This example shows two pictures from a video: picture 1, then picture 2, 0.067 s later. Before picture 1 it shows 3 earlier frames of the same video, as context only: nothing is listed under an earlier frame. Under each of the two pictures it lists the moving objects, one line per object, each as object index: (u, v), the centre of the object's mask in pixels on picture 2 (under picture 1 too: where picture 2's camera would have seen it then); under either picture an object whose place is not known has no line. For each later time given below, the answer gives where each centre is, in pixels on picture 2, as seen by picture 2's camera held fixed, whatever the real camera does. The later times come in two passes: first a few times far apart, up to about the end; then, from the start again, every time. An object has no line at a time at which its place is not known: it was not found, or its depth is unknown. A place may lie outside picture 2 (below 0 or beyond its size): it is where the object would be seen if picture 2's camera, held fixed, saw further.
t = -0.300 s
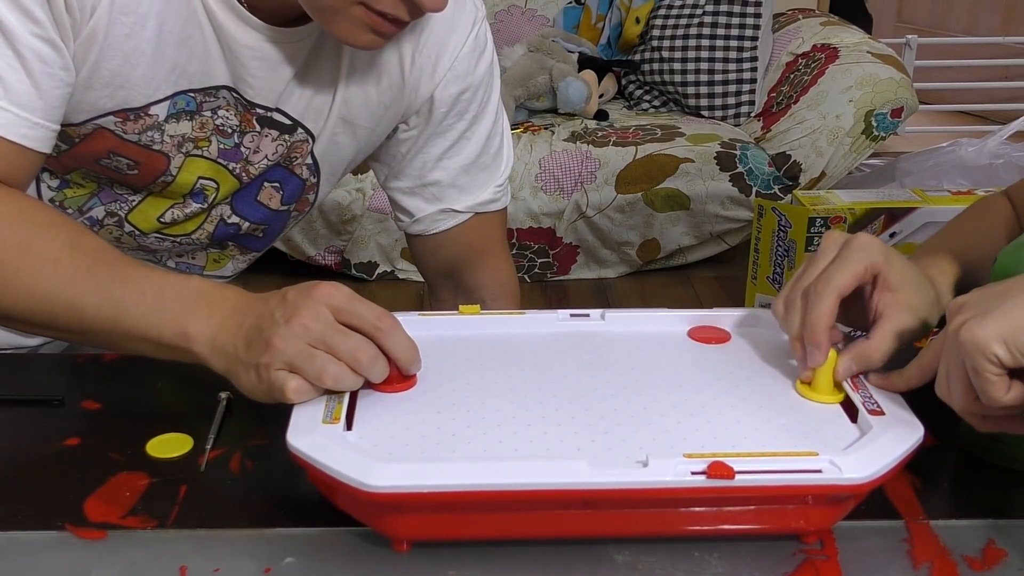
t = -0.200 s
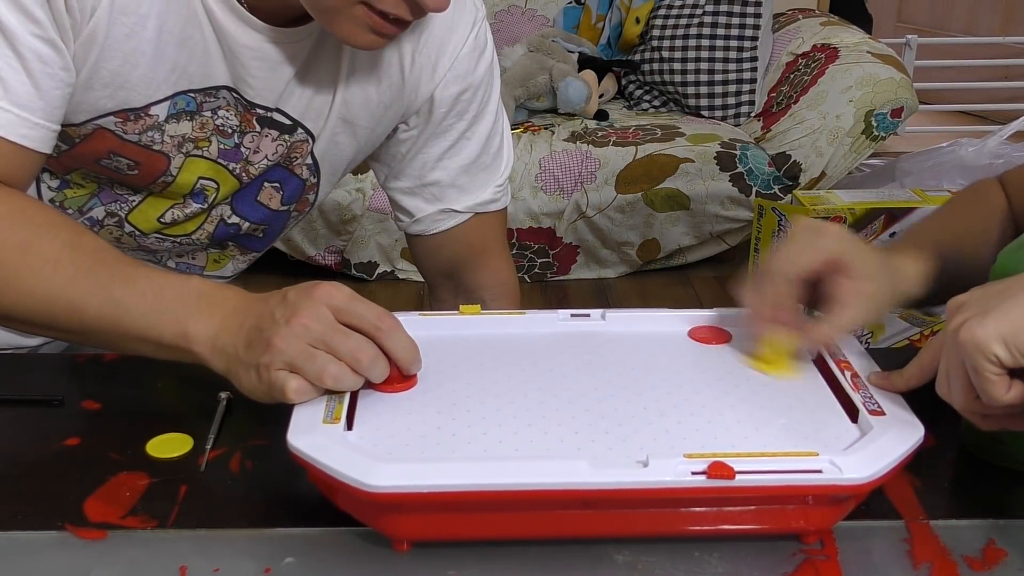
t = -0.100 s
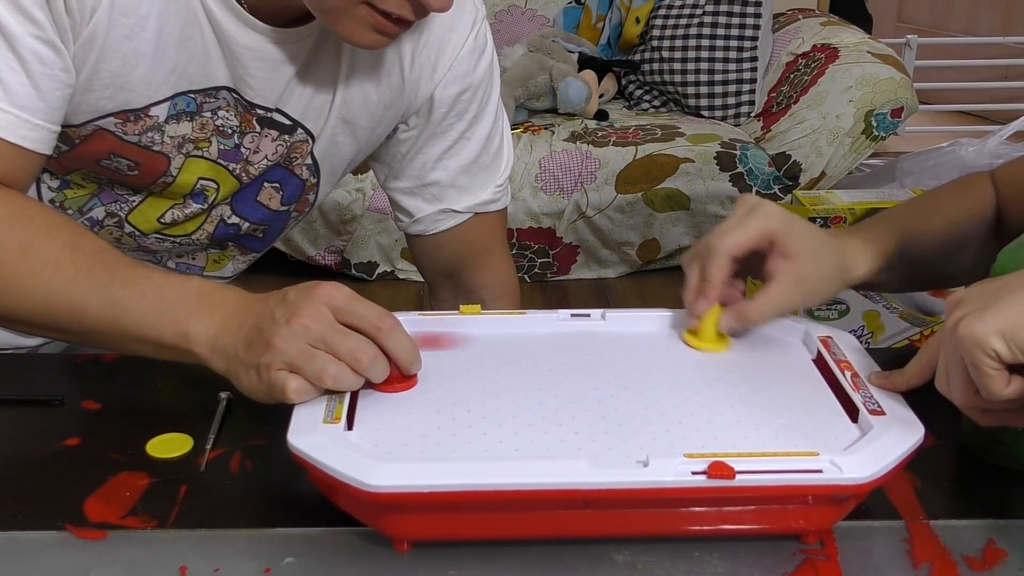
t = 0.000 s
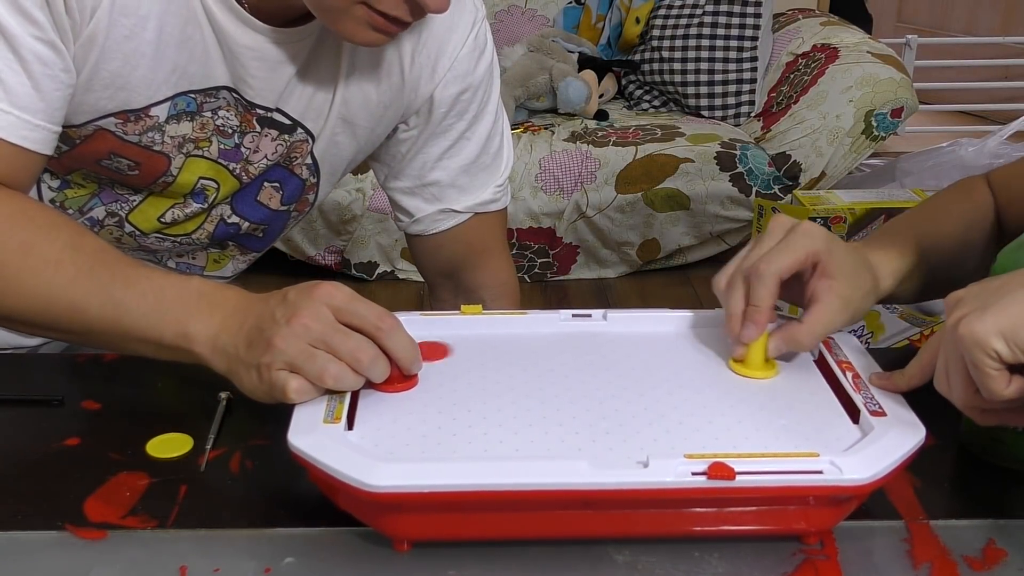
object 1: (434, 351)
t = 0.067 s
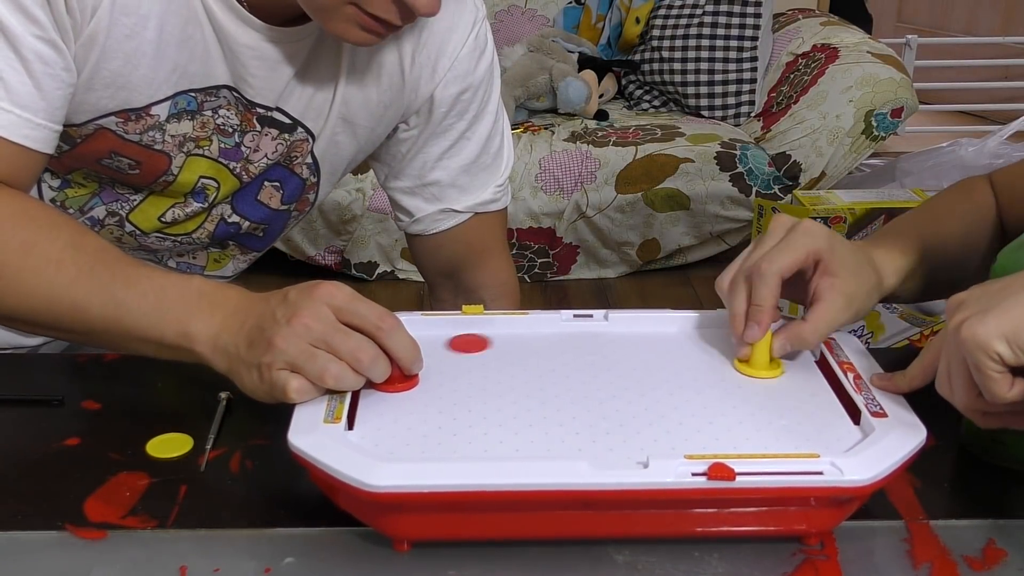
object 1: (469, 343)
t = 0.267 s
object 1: (556, 341)
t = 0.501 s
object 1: (597, 344)
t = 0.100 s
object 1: (486, 340)
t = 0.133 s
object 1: (503, 338)
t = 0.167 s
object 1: (517, 339)
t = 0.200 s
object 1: (532, 340)
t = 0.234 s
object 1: (544, 341)
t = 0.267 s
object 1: (556, 341)
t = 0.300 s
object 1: (567, 342)
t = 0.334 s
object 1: (577, 343)
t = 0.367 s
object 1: (585, 343)
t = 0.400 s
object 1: (592, 344)
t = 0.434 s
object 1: (596, 344)
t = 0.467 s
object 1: (597, 344)
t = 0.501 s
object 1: (597, 344)
